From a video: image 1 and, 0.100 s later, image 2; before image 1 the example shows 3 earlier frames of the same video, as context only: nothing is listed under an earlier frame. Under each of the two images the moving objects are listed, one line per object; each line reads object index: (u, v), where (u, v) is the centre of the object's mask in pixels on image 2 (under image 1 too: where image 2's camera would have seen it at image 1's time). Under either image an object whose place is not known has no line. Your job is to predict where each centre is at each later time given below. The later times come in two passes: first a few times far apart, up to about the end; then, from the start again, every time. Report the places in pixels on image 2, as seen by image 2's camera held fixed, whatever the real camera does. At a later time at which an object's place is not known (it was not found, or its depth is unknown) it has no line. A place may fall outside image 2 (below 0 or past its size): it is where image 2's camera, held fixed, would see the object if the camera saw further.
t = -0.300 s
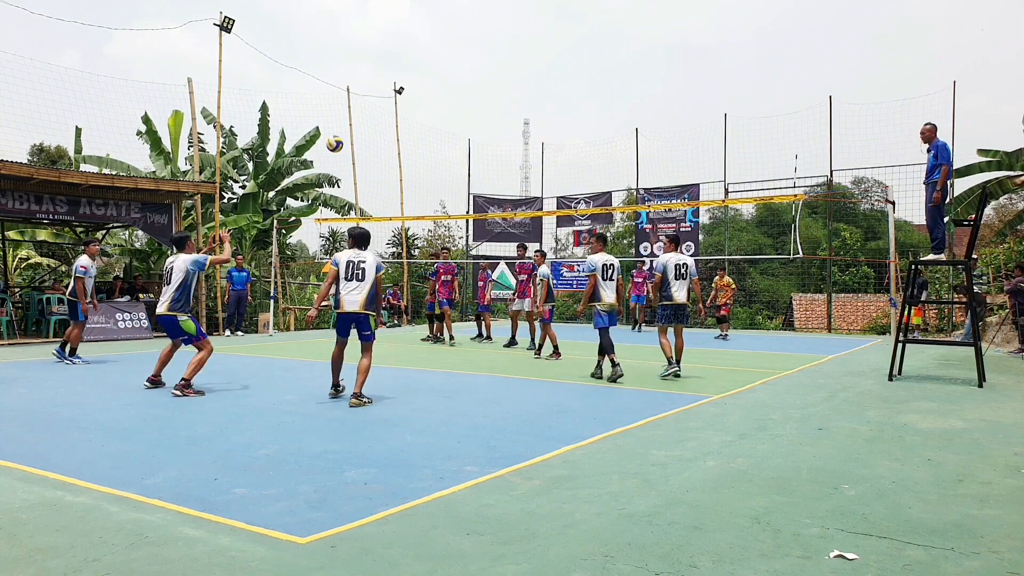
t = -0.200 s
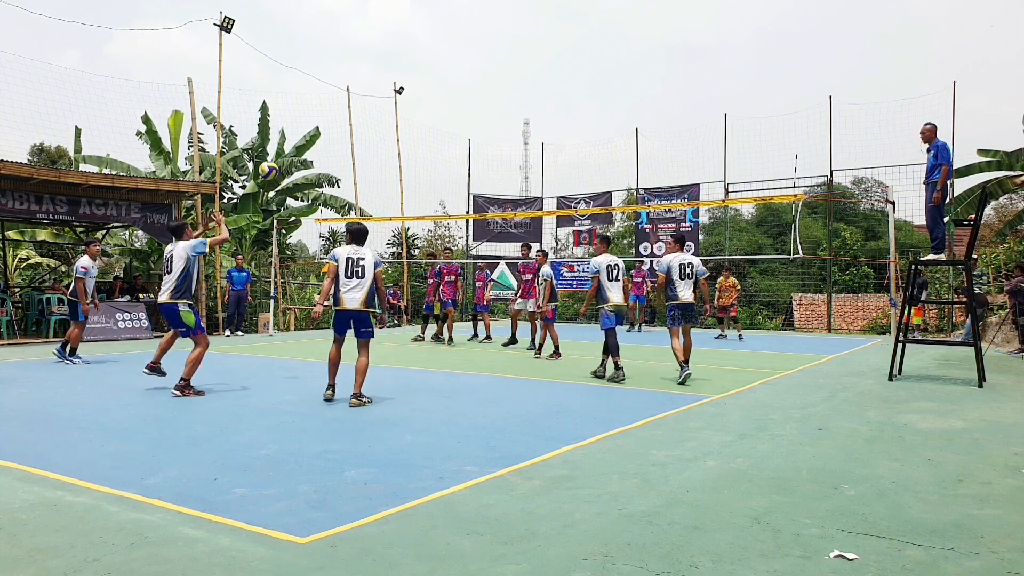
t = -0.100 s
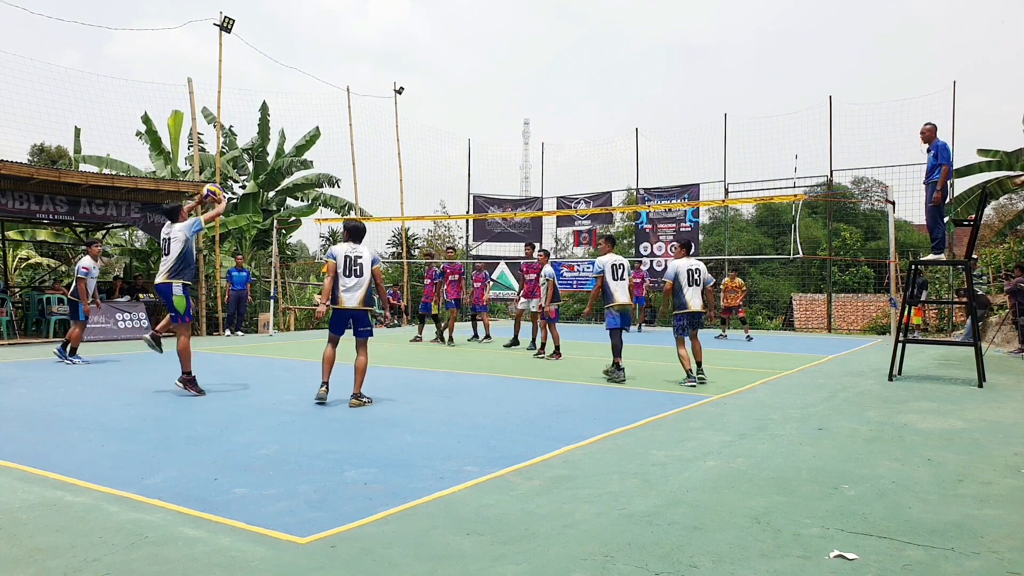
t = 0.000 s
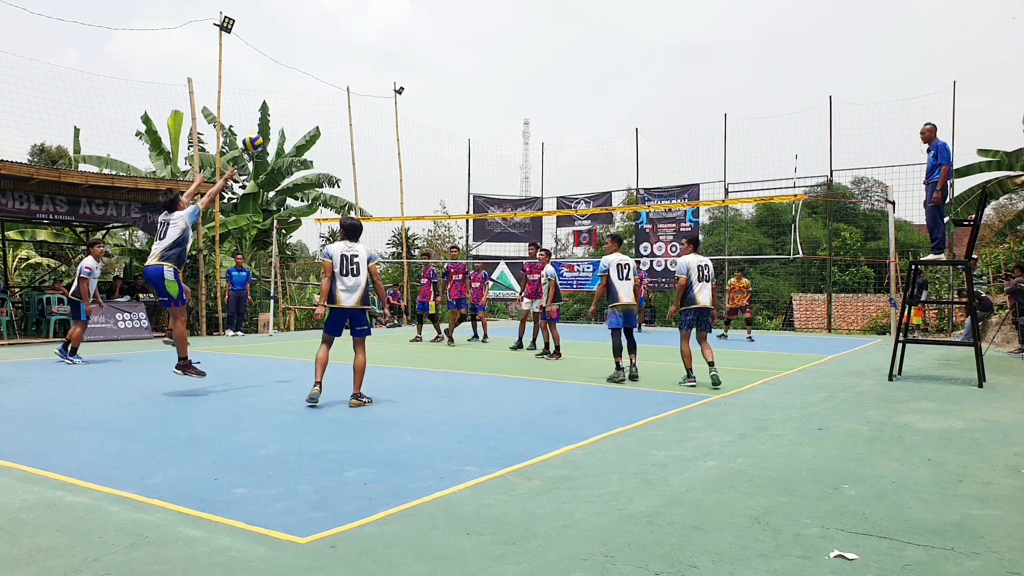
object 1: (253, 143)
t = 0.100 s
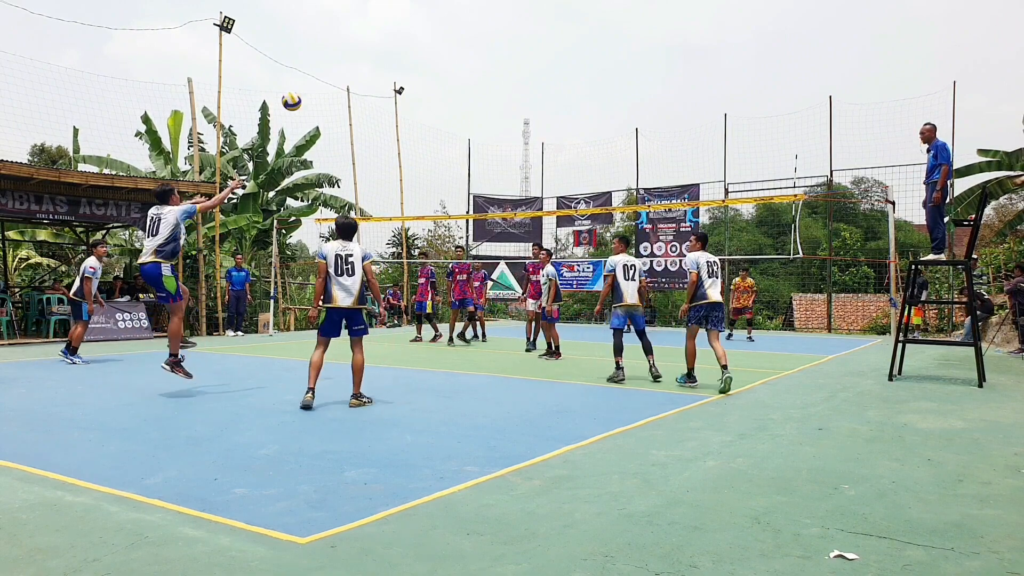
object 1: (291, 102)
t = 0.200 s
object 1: (328, 72)
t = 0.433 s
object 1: (405, 41)
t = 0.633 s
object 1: (463, 51)
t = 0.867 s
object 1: (522, 100)
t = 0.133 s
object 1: (304, 90)
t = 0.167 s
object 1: (316, 80)
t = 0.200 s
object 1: (328, 72)
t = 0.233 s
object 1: (339, 64)
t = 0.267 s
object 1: (351, 58)
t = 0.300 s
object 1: (362, 52)
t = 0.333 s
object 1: (373, 48)
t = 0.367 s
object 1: (384, 45)
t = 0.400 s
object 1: (394, 42)
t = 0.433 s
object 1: (405, 41)
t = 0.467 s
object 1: (415, 40)
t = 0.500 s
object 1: (425, 41)
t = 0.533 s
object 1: (435, 43)
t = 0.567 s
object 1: (444, 45)
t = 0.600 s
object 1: (454, 48)
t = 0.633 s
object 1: (463, 51)
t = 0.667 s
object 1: (472, 56)
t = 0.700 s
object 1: (481, 61)
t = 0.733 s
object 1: (489, 68)
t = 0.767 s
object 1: (498, 75)
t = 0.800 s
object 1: (506, 83)
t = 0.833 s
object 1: (514, 91)
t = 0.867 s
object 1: (522, 100)
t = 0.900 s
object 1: (530, 110)
